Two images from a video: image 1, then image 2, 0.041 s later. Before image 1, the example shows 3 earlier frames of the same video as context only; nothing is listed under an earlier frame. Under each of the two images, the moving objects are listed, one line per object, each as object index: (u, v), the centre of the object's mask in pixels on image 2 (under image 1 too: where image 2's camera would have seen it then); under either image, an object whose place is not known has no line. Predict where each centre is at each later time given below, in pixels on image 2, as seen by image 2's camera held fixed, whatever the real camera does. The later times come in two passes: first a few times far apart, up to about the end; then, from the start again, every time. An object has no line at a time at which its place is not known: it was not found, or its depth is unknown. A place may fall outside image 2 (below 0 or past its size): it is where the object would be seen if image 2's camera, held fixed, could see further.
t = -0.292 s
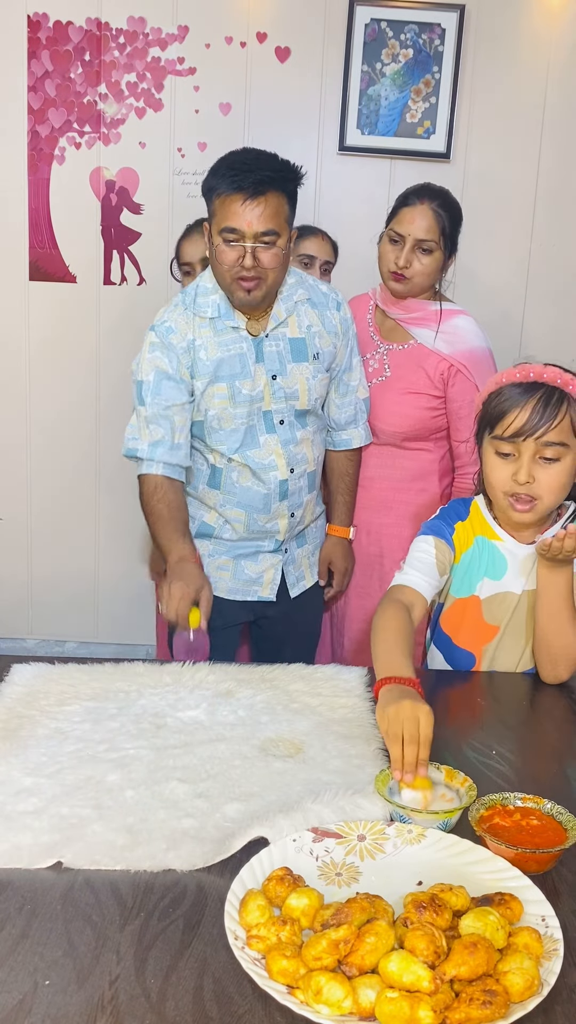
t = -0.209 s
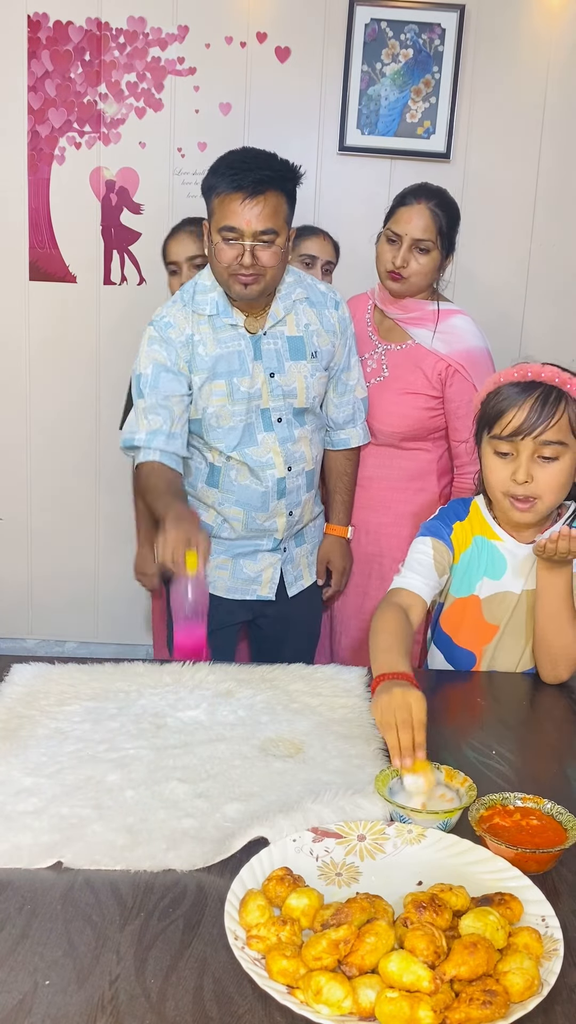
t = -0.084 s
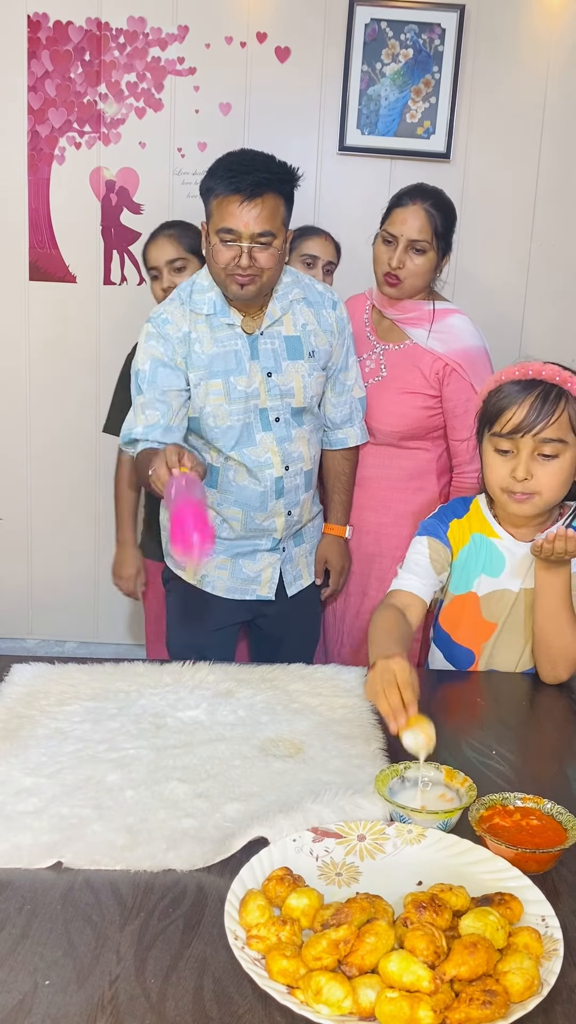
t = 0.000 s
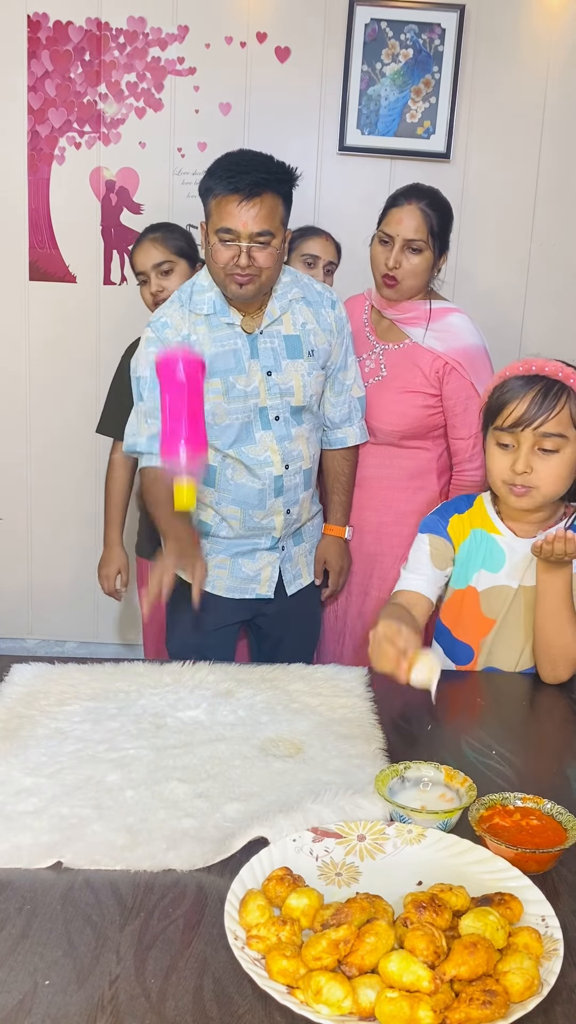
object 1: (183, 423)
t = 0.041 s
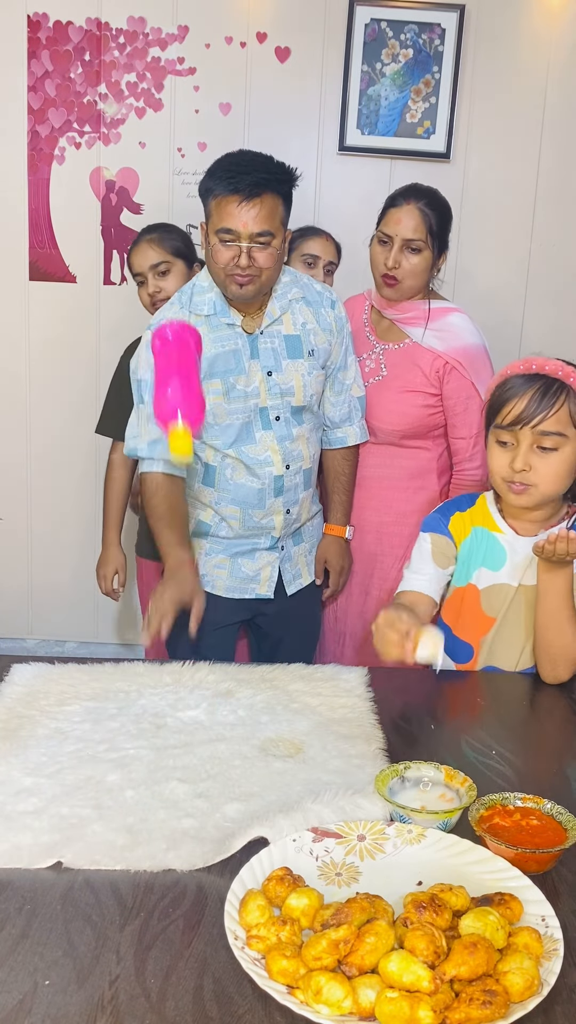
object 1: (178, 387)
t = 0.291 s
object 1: (148, 482)
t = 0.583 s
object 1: (121, 648)
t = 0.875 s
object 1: (128, 649)
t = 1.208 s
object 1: (130, 650)
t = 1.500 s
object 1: (130, 650)
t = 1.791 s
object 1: (130, 650)
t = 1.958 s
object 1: (130, 650)
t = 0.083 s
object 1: (173, 365)
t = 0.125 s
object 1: (168, 360)
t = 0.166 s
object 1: (164, 369)
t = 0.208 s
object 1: (159, 393)
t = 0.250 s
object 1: (154, 429)
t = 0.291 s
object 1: (148, 482)
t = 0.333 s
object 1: (144, 543)
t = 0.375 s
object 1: (138, 615)
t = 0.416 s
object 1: (135, 645)
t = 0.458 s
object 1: (129, 648)
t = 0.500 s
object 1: (124, 648)
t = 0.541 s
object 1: (121, 648)
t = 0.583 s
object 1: (121, 648)
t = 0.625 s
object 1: (125, 648)
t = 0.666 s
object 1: (131, 650)
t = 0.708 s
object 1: (133, 650)
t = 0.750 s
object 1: (133, 650)
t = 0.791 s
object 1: (130, 650)
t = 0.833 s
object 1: (128, 649)
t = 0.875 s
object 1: (128, 649)
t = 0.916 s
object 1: (130, 650)
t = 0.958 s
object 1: (130, 650)
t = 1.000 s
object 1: (130, 650)
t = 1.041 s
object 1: (130, 650)
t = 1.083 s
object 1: (130, 650)
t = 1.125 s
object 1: (130, 650)
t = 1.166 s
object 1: (130, 650)
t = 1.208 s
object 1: (130, 650)
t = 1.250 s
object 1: (130, 650)
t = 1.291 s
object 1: (130, 650)
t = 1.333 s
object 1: (130, 650)
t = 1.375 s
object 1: (130, 650)
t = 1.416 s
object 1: (130, 650)
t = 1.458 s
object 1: (130, 650)
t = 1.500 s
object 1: (130, 650)
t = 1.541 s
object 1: (130, 650)
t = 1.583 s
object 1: (130, 650)
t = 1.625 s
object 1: (130, 650)
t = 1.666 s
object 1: (130, 650)
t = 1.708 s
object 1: (130, 650)
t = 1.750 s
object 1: (130, 650)
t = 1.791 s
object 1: (130, 650)
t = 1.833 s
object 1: (130, 650)
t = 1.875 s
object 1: (130, 650)
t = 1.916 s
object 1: (130, 650)
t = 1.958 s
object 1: (130, 650)
